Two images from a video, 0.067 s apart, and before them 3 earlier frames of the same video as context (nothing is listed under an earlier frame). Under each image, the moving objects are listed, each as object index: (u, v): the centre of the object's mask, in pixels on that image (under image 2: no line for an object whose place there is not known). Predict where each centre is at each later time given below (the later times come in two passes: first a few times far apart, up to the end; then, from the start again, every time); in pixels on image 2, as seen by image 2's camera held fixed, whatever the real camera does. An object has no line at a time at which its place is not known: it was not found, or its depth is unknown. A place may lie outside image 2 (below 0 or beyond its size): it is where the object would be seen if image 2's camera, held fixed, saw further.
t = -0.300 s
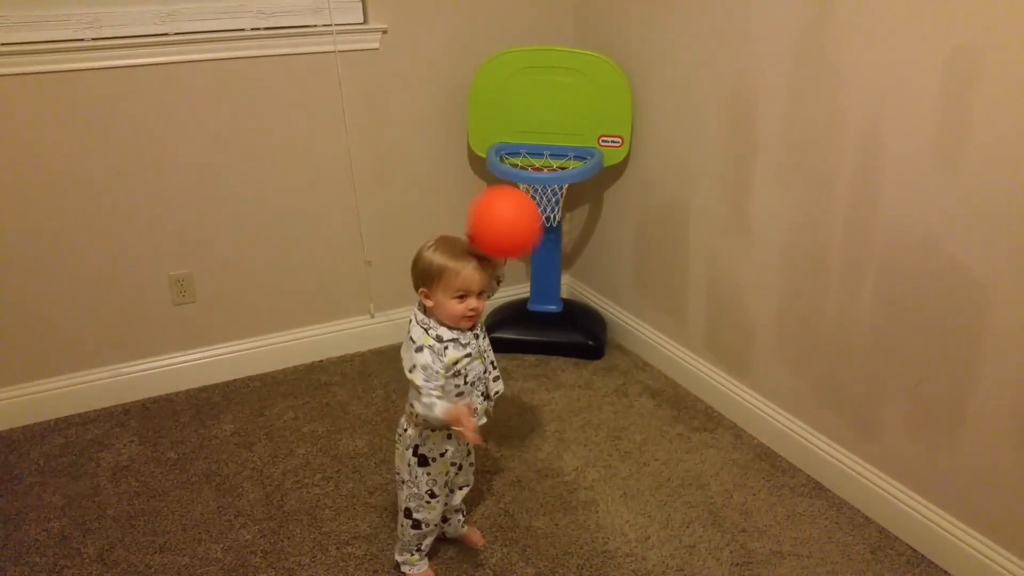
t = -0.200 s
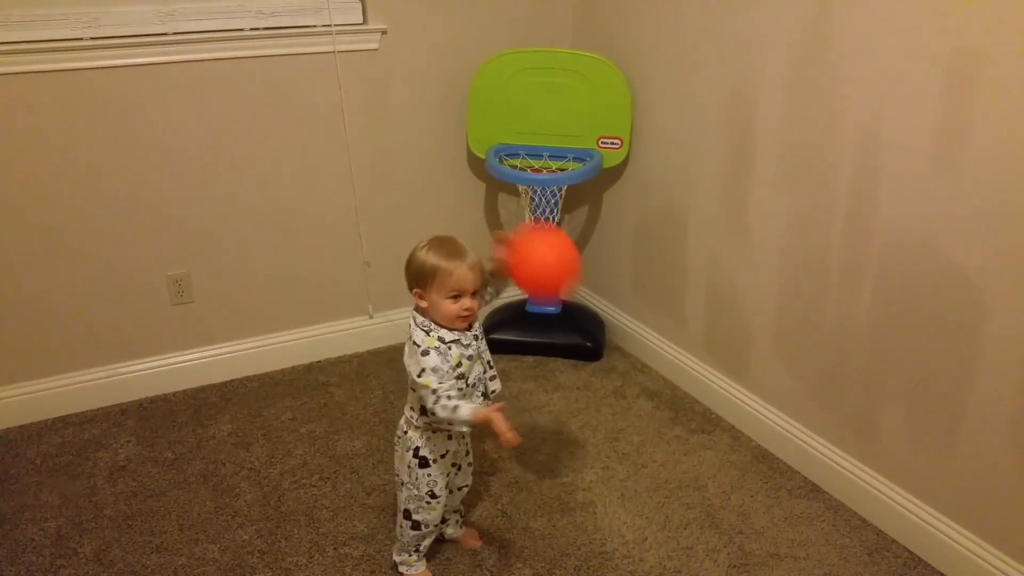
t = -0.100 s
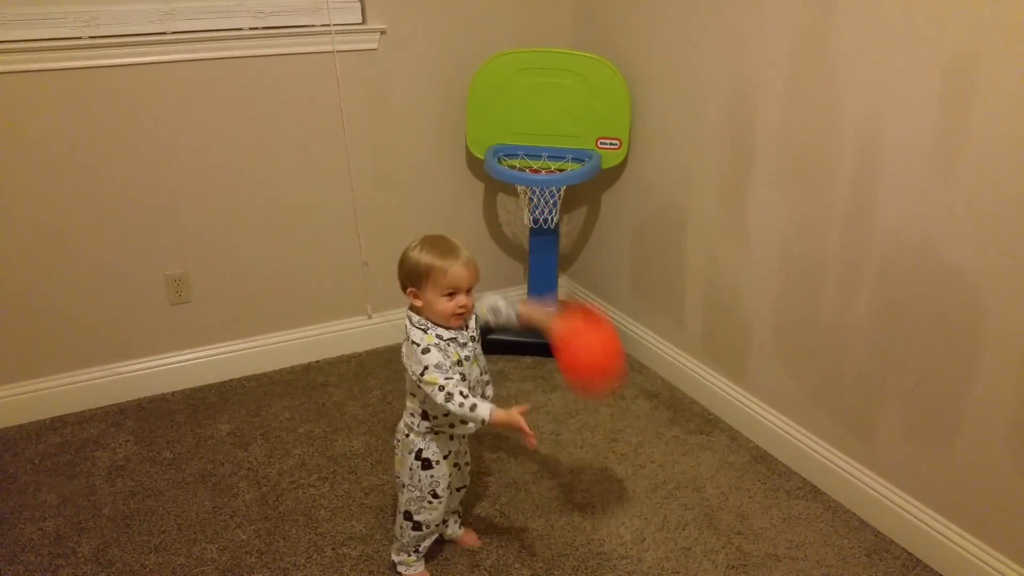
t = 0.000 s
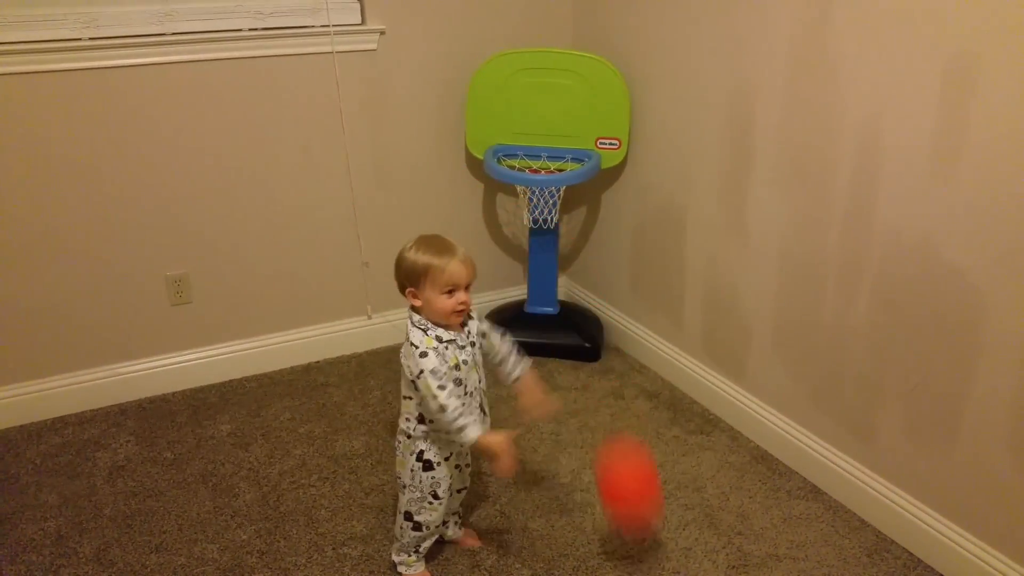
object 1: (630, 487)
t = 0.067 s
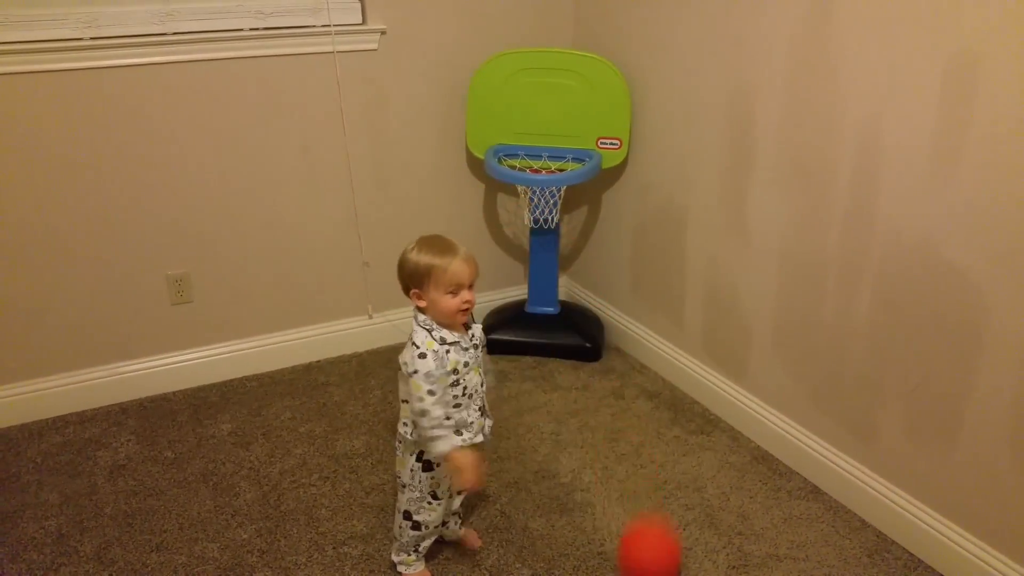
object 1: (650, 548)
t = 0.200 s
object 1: (675, 434)
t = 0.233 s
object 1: (680, 414)
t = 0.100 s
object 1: (656, 520)
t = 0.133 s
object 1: (663, 488)
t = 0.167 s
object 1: (669, 459)
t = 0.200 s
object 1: (675, 434)
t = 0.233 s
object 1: (680, 414)
